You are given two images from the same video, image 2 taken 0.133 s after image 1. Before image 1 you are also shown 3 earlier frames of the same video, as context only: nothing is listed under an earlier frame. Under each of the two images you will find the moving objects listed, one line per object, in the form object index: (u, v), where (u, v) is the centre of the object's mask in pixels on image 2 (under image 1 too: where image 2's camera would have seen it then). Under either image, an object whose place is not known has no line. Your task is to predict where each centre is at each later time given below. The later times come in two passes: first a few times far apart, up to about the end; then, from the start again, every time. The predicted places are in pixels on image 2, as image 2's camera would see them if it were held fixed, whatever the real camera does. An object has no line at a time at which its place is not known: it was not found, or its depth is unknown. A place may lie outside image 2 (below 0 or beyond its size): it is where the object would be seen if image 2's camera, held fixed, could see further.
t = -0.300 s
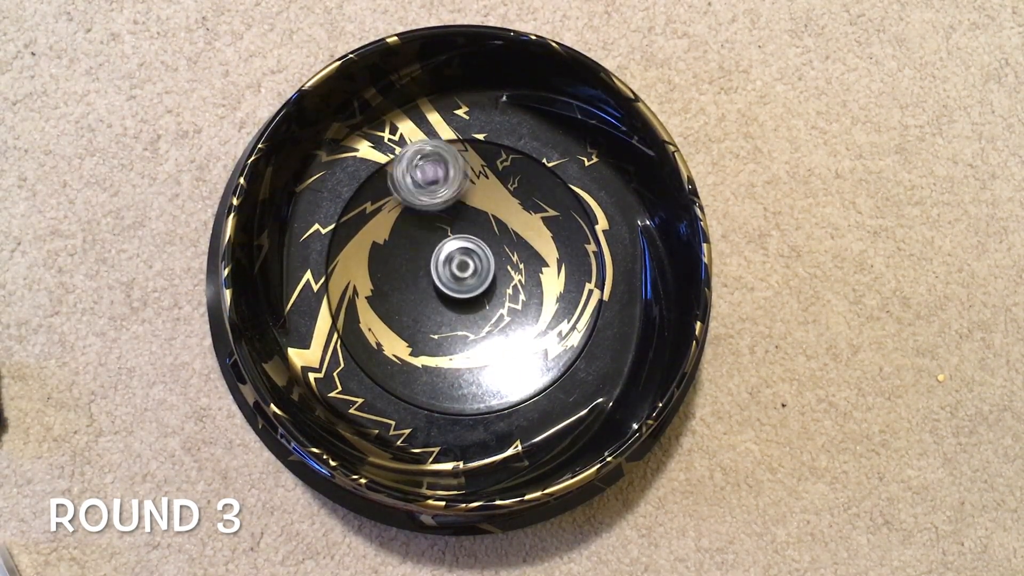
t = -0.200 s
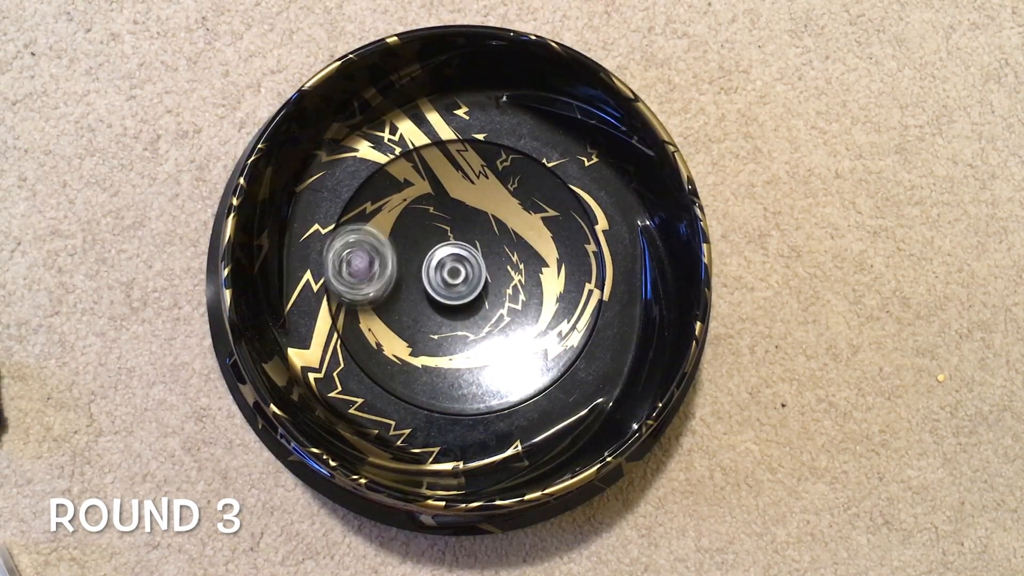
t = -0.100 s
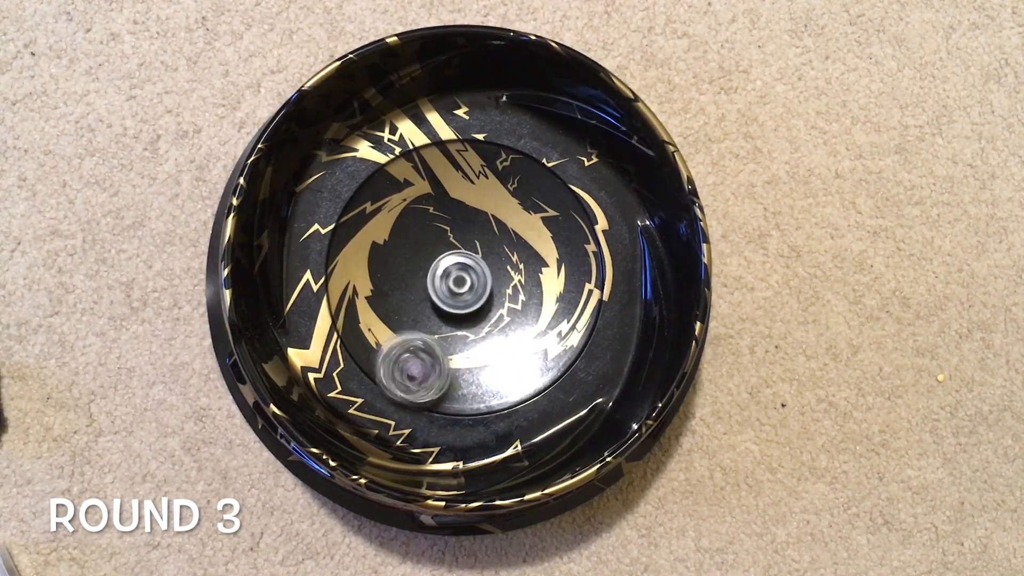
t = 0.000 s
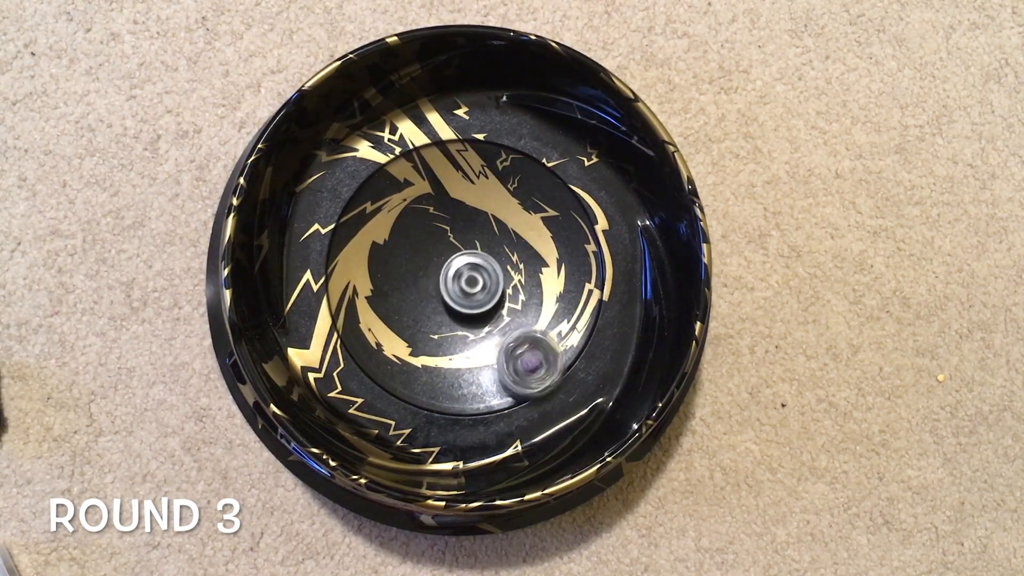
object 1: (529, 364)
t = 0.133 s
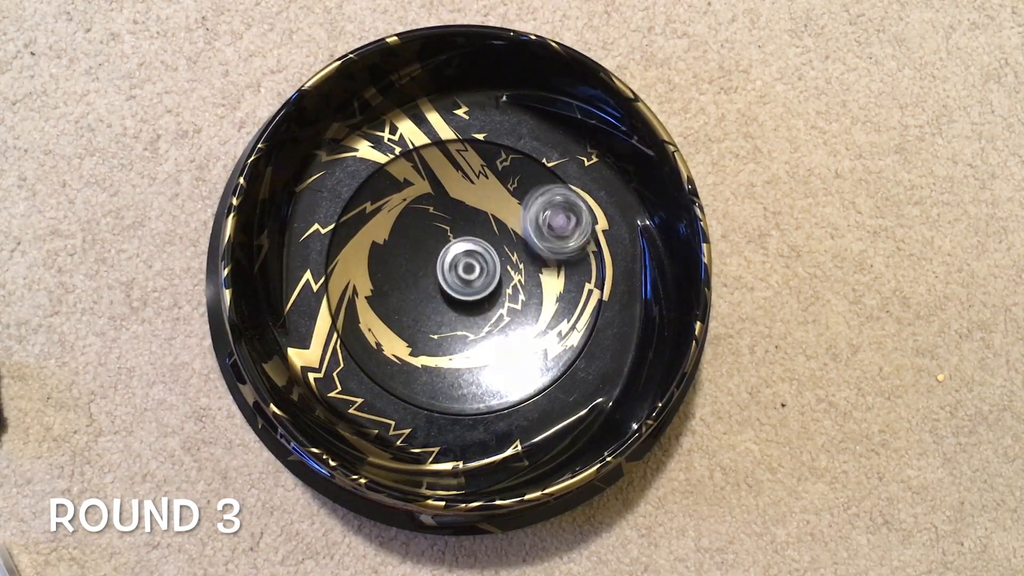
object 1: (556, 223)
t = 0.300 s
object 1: (391, 199)
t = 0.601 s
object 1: (557, 327)
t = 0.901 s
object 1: (369, 238)
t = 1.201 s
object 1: (568, 286)
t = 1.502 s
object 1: (365, 283)
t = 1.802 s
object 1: (562, 244)
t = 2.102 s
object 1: (379, 324)
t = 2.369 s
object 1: (558, 240)
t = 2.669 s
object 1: (384, 327)
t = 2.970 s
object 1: (534, 206)
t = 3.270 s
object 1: (418, 356)
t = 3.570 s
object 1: (498, 185)
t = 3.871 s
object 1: (463, 369)
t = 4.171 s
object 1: (453, 183)
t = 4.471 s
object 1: (508, 360)
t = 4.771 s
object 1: (408, 204)
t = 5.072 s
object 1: (540, 326)
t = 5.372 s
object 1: (382, 246)
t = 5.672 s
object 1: (553, 278)
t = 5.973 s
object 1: (380, 295)
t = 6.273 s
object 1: (538, 231)
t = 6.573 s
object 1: (408, 337)
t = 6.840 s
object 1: (527, 218)
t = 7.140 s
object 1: (425, 348)
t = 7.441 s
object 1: (485, 196)
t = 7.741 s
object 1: (471, 359)
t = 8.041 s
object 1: (438, 197)
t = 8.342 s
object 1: (499, 350)
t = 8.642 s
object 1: (412, 213)
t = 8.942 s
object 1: (534, 320)
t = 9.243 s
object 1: (389, 251)
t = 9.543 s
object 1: (543, 274)
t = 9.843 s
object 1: (391, 298)
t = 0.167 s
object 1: (533, 193)
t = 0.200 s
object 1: (500, 174)
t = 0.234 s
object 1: (461, 169)
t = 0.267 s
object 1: (423, 178)
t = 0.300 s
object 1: (391, 199)
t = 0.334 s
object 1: (369, 232)
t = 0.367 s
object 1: (361, 271)
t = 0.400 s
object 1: (369, 312)
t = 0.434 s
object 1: (390, 346)
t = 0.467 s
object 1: (421, 369)
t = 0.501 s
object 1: (458, 381)
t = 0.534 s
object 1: (499, 377)
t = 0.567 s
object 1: (532, 358)
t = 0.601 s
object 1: (557, 327)
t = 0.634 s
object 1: (570, 291)
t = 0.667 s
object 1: (568, 253)
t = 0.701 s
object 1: (553, 218)
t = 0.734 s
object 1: (528, 192)
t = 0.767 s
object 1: (494, 175)
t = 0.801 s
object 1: (456, 171)
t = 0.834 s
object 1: (419, 182)
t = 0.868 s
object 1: (389, 206)
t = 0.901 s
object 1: (369, 238)
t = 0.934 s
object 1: (363, 277)
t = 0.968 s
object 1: (372, 317)
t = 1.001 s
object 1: (393, 347)
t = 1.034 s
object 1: (424, 371)
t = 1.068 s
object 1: (461, 380)
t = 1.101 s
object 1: (501, 374)
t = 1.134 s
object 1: (535, 355)
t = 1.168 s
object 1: (557, 323)
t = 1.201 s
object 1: (568, 286)
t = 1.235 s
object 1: (565, 249)
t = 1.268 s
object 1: (549, 216)
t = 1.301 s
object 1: (523, 190)
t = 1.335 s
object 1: (489, 175)
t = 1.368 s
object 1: (451, 173)
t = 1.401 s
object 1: (415, 186)
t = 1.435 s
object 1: (387, 212)
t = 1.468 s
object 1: (369, 245)
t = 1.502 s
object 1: (365, 283)
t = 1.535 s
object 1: (375, 319)
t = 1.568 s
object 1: (400, 350)
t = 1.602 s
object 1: (433, 371)
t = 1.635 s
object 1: (467, 377)
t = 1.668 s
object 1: (507, 371)
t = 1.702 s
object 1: (537, 350)
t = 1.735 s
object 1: (558, 318)
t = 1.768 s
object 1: (566, 282)
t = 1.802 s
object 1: (562, 244)
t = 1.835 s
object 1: (544, 212)
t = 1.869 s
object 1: (517, 188)
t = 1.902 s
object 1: (483, 177)
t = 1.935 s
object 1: (446, 176)
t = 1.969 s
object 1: (410, 191)
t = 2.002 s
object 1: (384, 217)
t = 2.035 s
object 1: (369, 251)
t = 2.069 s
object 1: (367, 288)
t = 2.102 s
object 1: (379, 324)
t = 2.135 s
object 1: (405, 353)
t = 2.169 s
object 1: (437, 371)
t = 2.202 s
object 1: (473, 376)
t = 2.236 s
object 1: (511, 365)
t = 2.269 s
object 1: (540, 344)
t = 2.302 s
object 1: (558, 312)
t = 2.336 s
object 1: (564, 276)
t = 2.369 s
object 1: (558, 240)
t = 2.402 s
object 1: (540, 209)
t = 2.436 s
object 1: (511, 186)
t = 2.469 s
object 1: (475, 177)
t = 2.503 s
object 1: (440, 179)
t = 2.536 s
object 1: (408, 195)
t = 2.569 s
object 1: (382, 221)
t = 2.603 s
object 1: (369, 255)
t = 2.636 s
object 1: (371, 293)
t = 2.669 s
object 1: (384, 327)
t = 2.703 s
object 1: (409, 354)
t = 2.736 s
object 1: (444, 371)
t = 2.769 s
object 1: (481, 374)
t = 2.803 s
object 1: (516, 362)
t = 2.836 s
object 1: (543, 337)
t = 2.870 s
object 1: (558, 306)
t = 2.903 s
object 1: (562, 270)
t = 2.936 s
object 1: (555, 234)
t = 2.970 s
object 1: (534, 206)
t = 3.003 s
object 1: (506, 186)
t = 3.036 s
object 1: (471, 178)
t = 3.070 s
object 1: (435, 182)
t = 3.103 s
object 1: (404, 200)
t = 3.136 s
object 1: (382, 227)
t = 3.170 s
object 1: (370, 262)
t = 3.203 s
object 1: (374, 299)
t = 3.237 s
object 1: (390, 331)
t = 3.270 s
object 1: (418, 356)
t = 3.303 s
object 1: (452, 371)
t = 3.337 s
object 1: (488, 370)
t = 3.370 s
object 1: (521, 355)
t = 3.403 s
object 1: (545, 330)
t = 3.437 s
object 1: (558, 298)
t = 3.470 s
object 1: (561, 262)
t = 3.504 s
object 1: (549, 229)
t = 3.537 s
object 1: (528, 203)
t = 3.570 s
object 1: (498, 185)
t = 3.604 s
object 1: (463, 180)
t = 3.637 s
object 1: (429, 187)
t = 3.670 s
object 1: (400, 207)
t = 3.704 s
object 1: (380, 236)
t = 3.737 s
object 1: (372, 272)
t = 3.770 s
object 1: (379, 308)
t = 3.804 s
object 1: (398, 337)
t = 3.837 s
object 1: (427, 359)
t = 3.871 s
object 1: (463, 369)
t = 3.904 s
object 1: (498, 365)
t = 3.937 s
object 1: (528, 347)
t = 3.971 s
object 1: (549, 321)
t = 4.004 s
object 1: (558, 285)
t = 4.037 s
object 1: (555, 251)
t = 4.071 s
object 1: (542, 221)
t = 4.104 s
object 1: (517, 197)
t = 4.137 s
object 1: (488, 185)
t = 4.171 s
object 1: (453, 183)
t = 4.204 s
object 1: (420, 194)
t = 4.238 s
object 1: (394, 218)
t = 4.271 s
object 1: (377, 250)
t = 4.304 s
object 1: (375, 285)
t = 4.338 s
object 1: (386, 318)
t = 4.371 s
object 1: (411, 345)
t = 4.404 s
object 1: (440, 363)
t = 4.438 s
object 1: (475, 368)
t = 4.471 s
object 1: (508, 360)
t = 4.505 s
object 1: (535, 338)
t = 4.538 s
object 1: (551, 309)
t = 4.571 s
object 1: (557, 273)
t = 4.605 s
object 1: (549, 240)
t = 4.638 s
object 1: (531, 212)
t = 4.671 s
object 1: (505, 192)
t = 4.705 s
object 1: (473, 185)
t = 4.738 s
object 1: (439, 188)
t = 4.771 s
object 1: (408, 204)
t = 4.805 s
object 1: (387, 230)
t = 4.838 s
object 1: (376, 264)
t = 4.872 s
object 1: (379, 298)
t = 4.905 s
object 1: (395, 329)
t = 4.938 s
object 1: (420, 351)
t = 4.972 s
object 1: (453, 364)
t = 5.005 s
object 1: (488, 364)
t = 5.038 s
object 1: (518, 350)
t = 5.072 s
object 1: (540, 326)
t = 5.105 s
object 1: (553, 292)
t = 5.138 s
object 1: (552, 260)
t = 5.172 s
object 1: (541, 229)
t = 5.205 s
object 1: (518, 203)
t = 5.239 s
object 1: (490, 190)
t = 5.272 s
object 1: (456, 187)
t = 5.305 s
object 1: (424, 196)
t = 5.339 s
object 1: (398, 217)
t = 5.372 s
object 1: (382, 246)
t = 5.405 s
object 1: (378, 280)
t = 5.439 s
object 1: (386, 313)
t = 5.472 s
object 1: (405, 339)
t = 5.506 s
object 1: (436, 358)
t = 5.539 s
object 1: (468, 364)
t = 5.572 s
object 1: (501, 357)
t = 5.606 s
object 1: (529, 337)
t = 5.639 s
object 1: (546, 312)
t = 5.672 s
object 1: (553, 278)
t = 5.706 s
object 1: (547, 245)
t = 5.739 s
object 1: (530, 218)
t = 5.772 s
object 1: (505, 197)
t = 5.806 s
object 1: (473, 189)
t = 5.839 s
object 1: (441, 190)
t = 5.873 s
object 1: (412, 204)
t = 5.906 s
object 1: (391, 230)
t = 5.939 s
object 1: (379, 261)
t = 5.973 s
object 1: (380, 295)
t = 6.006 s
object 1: (395, 325)
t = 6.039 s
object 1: (419, 348)
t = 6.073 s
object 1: (452, 360)
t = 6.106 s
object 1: (485, 361)
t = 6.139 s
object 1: (515, 348)
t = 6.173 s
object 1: (538, 324)
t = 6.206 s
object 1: (549, 294)
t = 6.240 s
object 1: (549, 262)
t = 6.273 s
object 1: (538, 231)
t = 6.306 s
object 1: (517, 207)
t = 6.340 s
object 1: (488, 193)
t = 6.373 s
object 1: (457, 191)
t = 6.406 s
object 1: (426, 199)
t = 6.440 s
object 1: (401, 218)
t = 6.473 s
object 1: (385, 247)
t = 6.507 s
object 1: (380, 280)
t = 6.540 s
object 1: (388, 311)
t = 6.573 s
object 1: (408, 337)
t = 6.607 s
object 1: (438, 355)
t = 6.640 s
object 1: (470, 360)
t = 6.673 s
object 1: (502, 353)
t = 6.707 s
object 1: (527, 335)
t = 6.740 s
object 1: (544, 308)
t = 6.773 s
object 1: (550, 275)
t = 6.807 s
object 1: (543, 244)
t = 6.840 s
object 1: (527, 218)
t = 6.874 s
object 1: (500, 199)
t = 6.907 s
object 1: (471, 191)
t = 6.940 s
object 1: (439, 194)
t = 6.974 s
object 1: (412, 209)
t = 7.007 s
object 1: (391, 233)
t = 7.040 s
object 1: (382, 266)
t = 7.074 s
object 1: (384, 299)
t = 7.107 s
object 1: (398, 326)
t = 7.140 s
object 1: (425, 348)
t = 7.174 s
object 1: (455, 359)
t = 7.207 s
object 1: (488, 357)
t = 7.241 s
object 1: (517, 345)
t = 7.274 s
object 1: (538, 321)
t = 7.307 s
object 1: (547, 291)
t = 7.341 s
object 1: (547, 259)
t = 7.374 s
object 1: (534, 230)
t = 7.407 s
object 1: (513, 208)
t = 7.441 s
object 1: (485, 196)
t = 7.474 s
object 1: (454, 194)
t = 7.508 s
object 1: (423, 203)
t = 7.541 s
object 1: (400, 222)
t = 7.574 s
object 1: (385, 251)
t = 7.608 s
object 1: (383, 283)
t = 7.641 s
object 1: (391, 314)
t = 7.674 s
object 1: (412, 339)
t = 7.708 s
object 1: (439, 354)
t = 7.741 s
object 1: (471, 359)
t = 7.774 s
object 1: (502, 351)
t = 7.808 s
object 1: (527, 331)
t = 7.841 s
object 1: (543, 306)
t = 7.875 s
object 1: (547, 274)
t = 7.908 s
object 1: (540, 244)
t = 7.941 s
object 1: (524, 219)
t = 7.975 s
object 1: (499, 200)
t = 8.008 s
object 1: (470, 194)
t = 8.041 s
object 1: (438, 197)
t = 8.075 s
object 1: (412, 212)
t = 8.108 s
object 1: (401, 222)
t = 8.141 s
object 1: (386, 251)
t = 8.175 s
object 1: (384, 282)
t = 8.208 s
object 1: (391, 312)
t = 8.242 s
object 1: (412, 336)
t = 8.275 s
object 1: (437, 353)
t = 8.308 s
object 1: (468, 357)
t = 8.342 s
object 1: (499, 350)
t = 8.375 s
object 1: (525, 332)
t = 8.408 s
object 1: (541, 308)
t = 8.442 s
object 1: (546, 273)
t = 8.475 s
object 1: (539, 245)
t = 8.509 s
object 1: (522, 219)
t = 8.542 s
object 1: (499, 203)
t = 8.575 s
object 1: (469, 195)
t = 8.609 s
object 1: (439, 200)
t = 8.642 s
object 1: (412, 213)
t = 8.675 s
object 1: (394, 237)
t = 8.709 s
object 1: (384, 267)
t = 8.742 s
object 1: (387, 297)
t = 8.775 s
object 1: (398, 323)
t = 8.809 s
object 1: (424, 343)
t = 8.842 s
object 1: (451, 355)
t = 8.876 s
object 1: (483, 353)
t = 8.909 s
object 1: (511, 343)
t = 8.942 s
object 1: (534, 320)
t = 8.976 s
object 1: (542, 293)
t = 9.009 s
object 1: (542, 260)
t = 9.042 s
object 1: (531, 233)
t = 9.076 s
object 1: (509, 211)
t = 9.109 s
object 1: (484, 199)
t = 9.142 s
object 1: (453, 197)
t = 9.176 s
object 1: (426, 206)
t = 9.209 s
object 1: (402, 225)
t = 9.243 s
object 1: (389, 251)
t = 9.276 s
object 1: (385, 282)
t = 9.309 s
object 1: (394, 311)
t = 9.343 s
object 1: (413, 335)
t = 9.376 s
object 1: (440, 350)
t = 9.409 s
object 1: (469, 355)
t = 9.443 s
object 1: (499, 347)
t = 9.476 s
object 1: (523, 331)
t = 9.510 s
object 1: (537, 306)
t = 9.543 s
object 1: (543, 274)
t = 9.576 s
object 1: (536, 246)
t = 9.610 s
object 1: (519, 221)
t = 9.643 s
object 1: (497, 205)
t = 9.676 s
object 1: (467, 198)
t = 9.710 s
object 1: (438, 202)
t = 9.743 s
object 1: (413, 217)
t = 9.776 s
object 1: (396, 240)
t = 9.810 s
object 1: (388, 269)
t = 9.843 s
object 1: (391, 298)
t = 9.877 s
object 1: (404, 324)
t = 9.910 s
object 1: (428, 344)
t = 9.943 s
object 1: (456, 352)
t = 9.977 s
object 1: (486, 350)
